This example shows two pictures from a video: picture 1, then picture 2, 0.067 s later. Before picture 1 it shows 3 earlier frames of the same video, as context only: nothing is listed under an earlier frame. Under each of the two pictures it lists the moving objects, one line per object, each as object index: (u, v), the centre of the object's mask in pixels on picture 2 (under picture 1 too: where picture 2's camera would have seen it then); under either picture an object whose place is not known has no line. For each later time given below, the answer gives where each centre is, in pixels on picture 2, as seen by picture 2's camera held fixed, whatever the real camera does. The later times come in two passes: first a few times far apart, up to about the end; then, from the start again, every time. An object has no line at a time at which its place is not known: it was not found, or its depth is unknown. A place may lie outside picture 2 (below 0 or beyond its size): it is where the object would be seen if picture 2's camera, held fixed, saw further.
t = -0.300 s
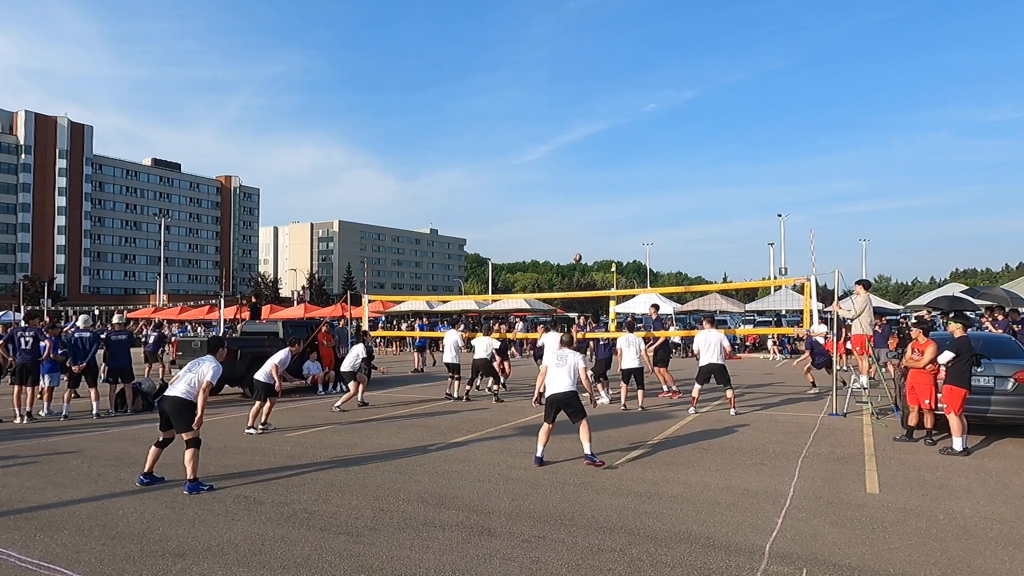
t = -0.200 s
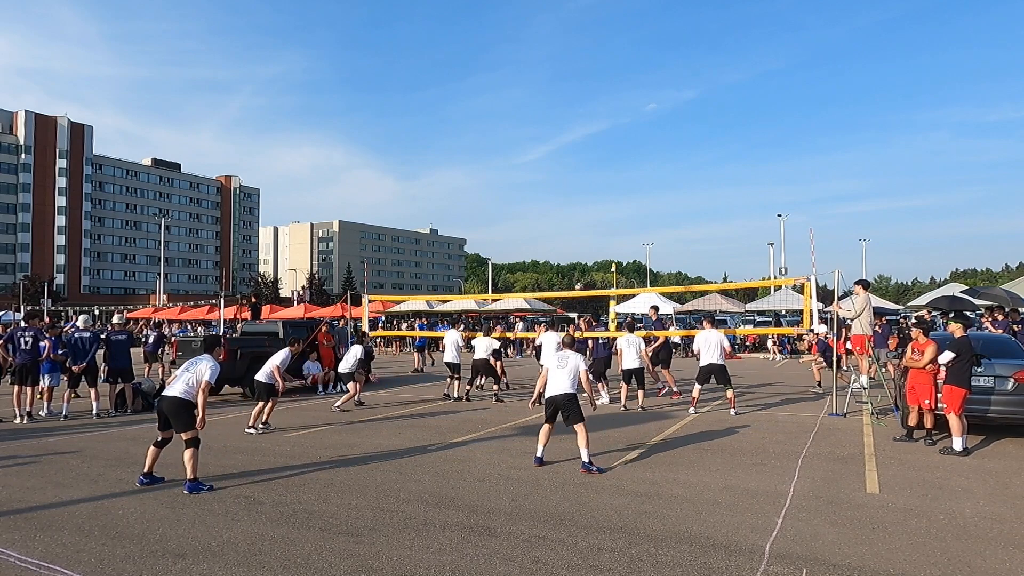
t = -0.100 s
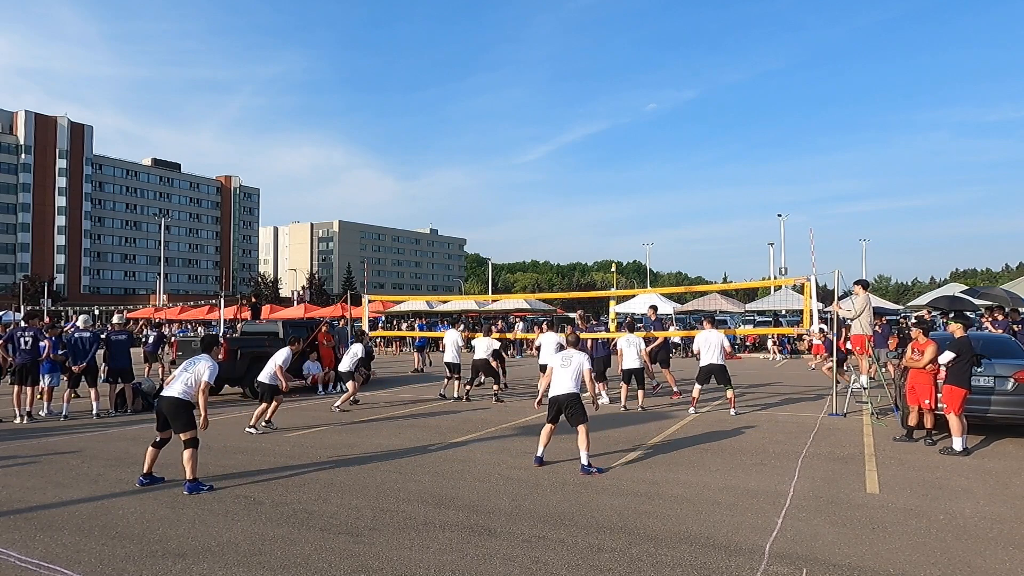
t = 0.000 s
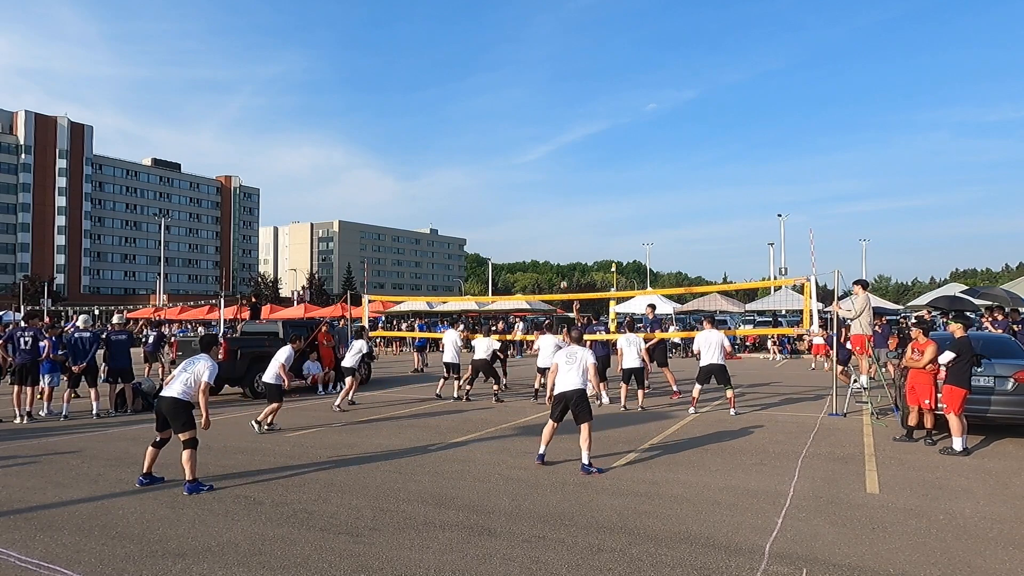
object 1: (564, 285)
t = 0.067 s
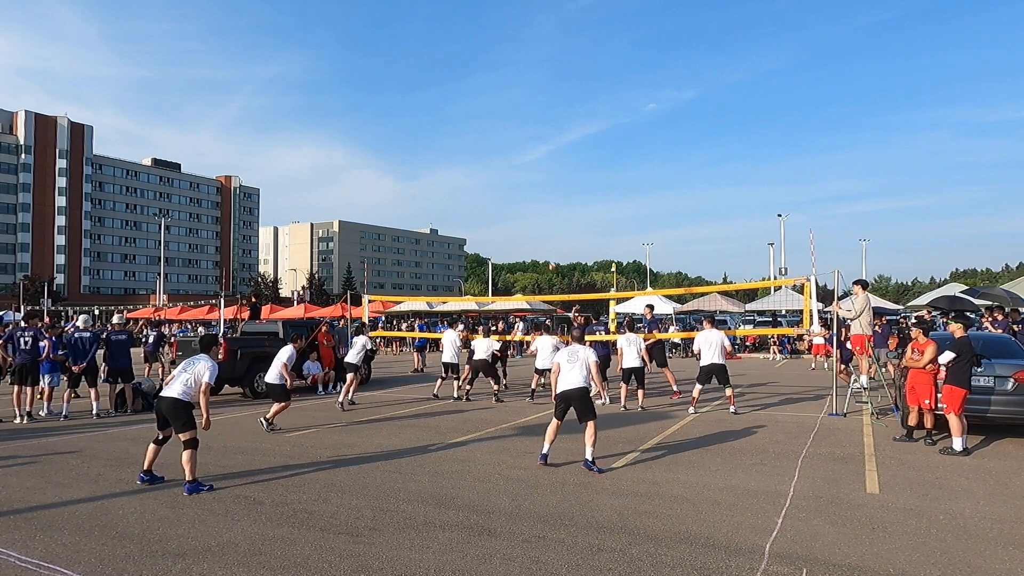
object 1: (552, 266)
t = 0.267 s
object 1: (521, 224)
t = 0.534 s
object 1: (482, 196)
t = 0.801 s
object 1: (446, 199)
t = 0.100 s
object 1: (547, 258)
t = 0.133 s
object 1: (542, 250)
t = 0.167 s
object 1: (537, 243)
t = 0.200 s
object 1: (532, 236)
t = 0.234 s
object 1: (527, 229)
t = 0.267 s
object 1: (521, 224)
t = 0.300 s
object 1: (516, 218)
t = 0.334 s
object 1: (511, 214)
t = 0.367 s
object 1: (506, 210)
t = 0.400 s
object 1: (501, 206)
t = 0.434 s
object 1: (497, 203)
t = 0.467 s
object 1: (492, 200)
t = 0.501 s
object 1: (487, 198)
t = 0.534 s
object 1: (482, 196)
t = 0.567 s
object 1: (478, 195)
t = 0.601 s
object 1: (473, 194)
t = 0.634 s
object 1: (468, 194)
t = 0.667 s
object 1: (464, 194)
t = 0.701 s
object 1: (459, 195)
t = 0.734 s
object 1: (455, 196)
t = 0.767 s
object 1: (450, 197)
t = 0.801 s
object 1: (446, 199)
